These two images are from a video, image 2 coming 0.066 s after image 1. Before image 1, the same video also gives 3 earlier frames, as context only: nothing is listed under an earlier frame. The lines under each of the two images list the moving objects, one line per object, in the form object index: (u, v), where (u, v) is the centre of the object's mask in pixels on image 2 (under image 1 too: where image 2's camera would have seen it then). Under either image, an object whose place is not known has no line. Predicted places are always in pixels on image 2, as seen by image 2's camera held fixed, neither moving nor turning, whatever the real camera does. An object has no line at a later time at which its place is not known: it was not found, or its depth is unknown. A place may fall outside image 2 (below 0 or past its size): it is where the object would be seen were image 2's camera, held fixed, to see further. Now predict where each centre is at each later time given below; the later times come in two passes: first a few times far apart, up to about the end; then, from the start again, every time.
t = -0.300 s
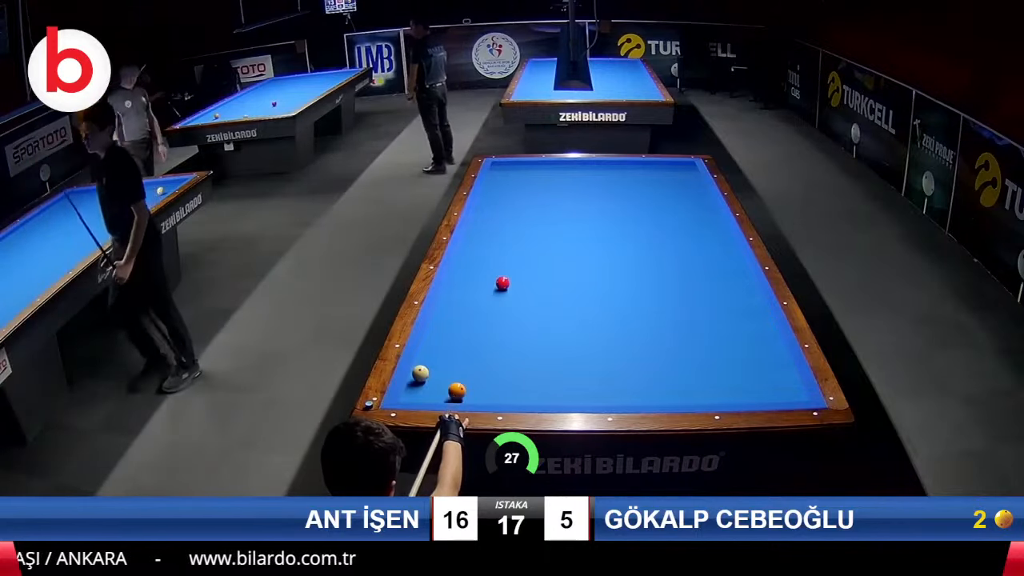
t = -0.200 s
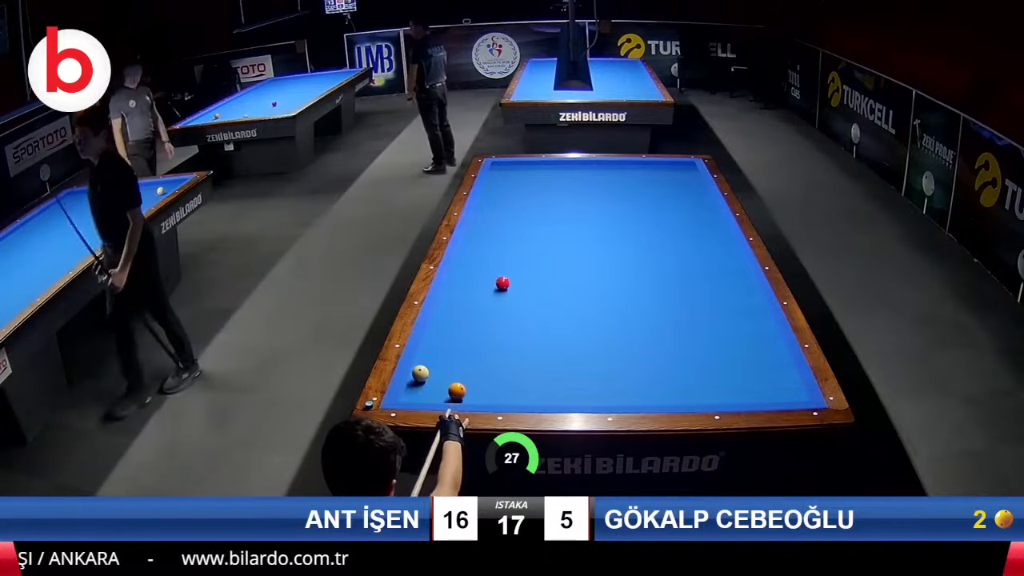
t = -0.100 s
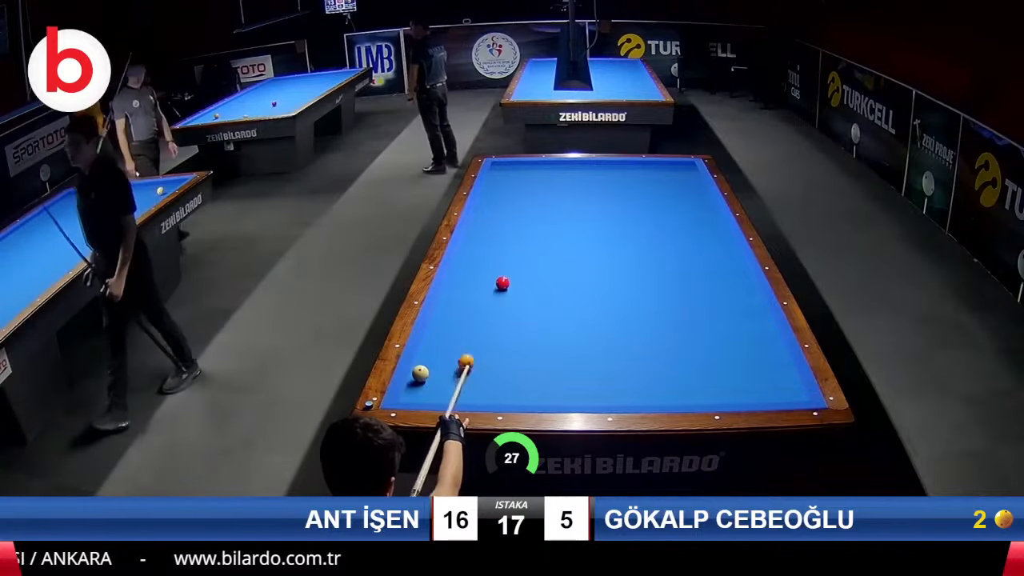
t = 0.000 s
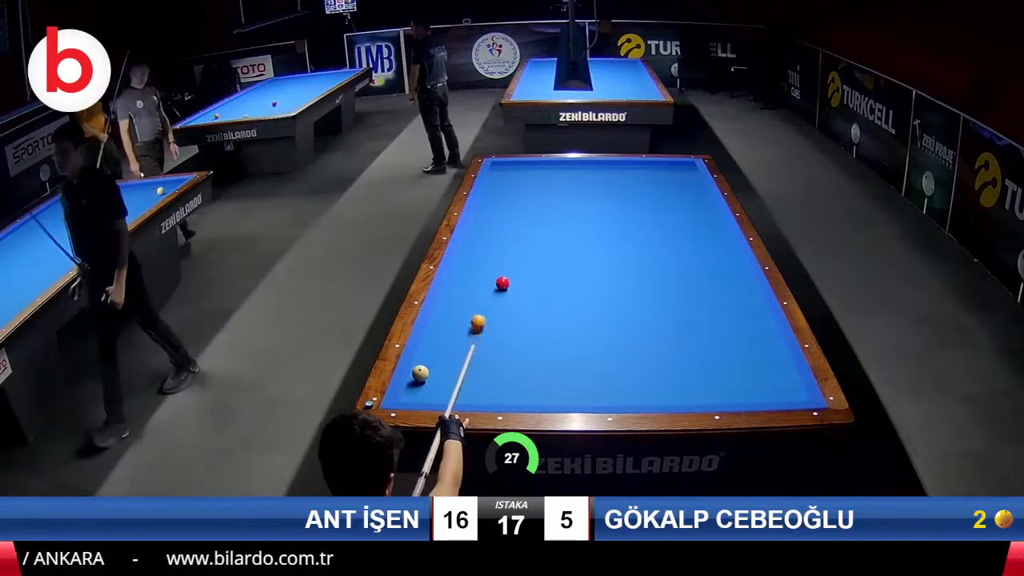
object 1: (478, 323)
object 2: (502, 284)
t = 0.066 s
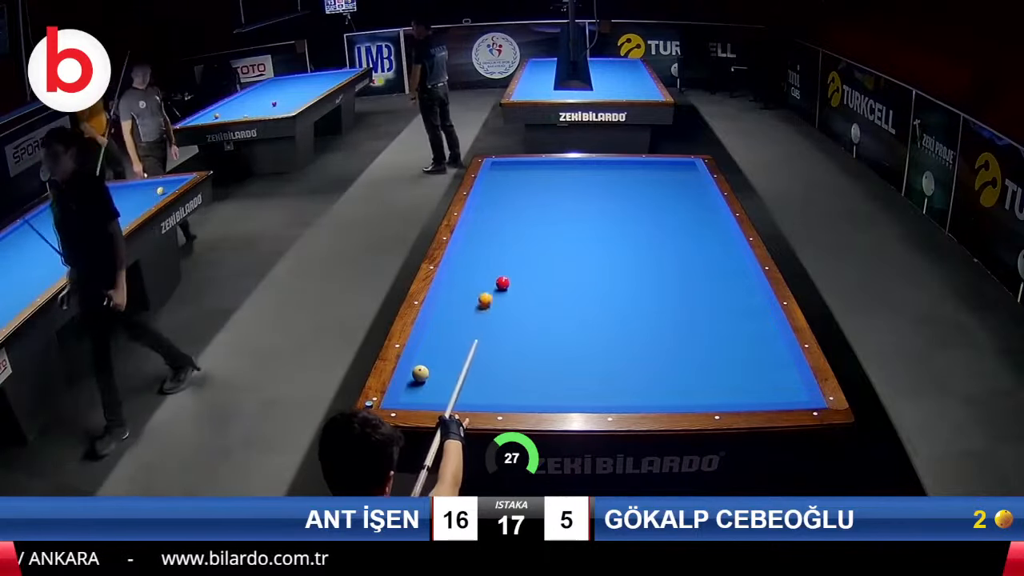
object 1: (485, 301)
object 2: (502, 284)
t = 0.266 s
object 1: (467, 252)
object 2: (539, 276)
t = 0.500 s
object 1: (495, 214)
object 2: (581, 267)
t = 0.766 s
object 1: (522, 181)
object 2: (625, 257)
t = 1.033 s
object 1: (545, 167)
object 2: (665, 248)
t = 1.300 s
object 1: (572, 187)
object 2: (701, 240)
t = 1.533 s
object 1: (599, 203)
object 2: (725, 233)
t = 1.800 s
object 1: (632, 223)
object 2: (701, 227)
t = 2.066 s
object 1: (670, 246)
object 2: (680, 222)
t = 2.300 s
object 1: (707, 269)
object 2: (662, 218)
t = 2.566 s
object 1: (754, 300)
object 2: (643, 213)
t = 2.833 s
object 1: (751, 331)
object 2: (625, 209)
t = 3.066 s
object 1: (744, 362)
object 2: (609, 205)
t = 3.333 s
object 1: (732, 397)
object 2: (592, 202)
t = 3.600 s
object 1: (691, 374)
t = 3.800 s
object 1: (664, 360)
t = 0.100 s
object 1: (488, 290)
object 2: (502, 284)
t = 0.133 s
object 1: (485, 281)
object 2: (508, 283)
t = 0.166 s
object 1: (480, 273)
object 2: (516, 281)
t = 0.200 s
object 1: (475, 266)
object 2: (524, 279)
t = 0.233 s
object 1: (471, 259)
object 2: (532, 278)
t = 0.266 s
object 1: (467, 252)
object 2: (539, 276)
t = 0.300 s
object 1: (464, 246)
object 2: (546, 275)
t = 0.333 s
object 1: (470, 240)
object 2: (552, 273)
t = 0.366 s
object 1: (476, 235)
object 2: (558, 272)
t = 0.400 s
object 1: (481, 229)
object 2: (564, 271)
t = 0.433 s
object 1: (487, 224)
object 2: (570, 269)
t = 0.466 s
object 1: (491, 219)
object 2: (575, 268)
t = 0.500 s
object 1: (495, 214)
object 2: (581, 267)
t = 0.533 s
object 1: (499, 210)
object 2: (587, 265)
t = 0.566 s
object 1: (503, 205)
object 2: (593, 264)
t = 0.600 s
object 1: (506, 201)
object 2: (598, 263)
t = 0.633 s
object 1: (510, 197)
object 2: (604, 262)
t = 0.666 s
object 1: (513, 193)
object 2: (609, 260)
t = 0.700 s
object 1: (517, 189)
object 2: (615, 259)
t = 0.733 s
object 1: (519, 185)
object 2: (620, 258)
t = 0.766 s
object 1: (522, 181)
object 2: (625, 257)
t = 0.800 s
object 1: (525, 178)
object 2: (630, 256)
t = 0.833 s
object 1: (529, 174)
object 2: (635, 254)
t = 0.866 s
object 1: (531, 171)
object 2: (641, 253)
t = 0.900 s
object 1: (534, 168)
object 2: (646, 252)
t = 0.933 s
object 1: (537, 165)
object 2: (651, 251)
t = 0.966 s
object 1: (539, 163)
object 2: (655, 250)
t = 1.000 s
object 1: (543, 165)
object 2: (660, 249)
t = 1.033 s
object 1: (545, 167)
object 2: (665, 248)
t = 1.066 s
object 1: (549, 170)
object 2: (670, 246)
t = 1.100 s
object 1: (552, 173)
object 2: (674, 246)
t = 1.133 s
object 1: (555, 175)
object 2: (679, 245)
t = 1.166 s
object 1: (558, 177)
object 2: (684, 243)
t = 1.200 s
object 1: (562, 180)
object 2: (688, 242)
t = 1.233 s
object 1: (566, 182)
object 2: (692, 241)
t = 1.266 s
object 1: (569, 184)
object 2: (697, 241)
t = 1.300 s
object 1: (572, 187)
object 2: (701, 240)
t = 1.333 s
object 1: (576, 189)
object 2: (705, 238)
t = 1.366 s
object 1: (580, 191)
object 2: (710, 237)
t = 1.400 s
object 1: (583, 194)
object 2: (714, 237)
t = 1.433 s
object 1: (587, 196)
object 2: (718, 236)
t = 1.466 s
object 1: (591, 198)
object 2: (722, 235)
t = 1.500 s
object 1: (595, 200)
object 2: (726, 234)
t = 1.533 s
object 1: (599, 203)
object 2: (725, 233)
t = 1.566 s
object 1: (603, 205)
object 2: (721, 233)
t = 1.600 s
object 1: (607, 207)
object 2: (718, 232)
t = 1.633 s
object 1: (611, 210)
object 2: (715, 231)
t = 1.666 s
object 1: (615, 213)
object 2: (712, 230)
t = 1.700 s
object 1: (619, 215)
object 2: (709, 229)
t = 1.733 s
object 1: (623, 218)
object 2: (706, 229)
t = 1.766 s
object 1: (628, 220)
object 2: (703, 228)
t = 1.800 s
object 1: (632, 223)
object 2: (701, 227)
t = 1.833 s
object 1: (636, 226)
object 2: (698, 227)
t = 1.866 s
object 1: (641, 229)
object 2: (695, 226)
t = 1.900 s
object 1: (646, 231)
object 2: (693, 225)
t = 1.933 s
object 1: (650, 234)
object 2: (690, 225)
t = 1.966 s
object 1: (655, 237)
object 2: (688, 224)
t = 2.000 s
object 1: (660, 240)
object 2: (685, 223)
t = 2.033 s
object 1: (665, 243)
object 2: (682, 223)
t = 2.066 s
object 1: (670, 246)
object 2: (680, 222)
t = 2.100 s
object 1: (675, 249)
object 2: (677, 222)
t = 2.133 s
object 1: (680, 253)
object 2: (675, 221)
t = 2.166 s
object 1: (685, 256)
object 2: (672, 220)
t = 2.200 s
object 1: (690, 259)
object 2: (670, 220)
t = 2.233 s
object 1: (696, 263)
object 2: (667, 219)
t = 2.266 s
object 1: (701, 266)
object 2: (665, 219)
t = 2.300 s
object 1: (707, 269)
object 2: (662, 218)
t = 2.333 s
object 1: (712, 273)
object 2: (660, 217)
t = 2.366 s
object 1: (718, 277)
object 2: (657, 217)
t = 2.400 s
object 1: (724, 281)
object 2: (655, 217)
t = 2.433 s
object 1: (730, 284)
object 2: (653, 216)
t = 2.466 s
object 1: (736, 288)
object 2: (650, 215)
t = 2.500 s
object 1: (741, 292)
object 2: (647, 215)
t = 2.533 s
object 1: (748, 296)
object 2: (645, 214)
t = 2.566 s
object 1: (754, 300)
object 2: (643, 213)
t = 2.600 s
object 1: (760, 304)
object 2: (641, 213)
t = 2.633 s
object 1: (758, 308)
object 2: (638, 212)
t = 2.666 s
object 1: (756, 312)
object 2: (636, 212)
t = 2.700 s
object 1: (755, 315)
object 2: (633, 211)
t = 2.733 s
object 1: (754, 319)
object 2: (631, 211)
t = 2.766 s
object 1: (753, 323)
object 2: (629, 210)
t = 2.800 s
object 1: (752, 327)
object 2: (627, 210)
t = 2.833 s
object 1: (751, 331)
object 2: (625, 209)
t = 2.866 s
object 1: (751, 336)
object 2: (622, 209)
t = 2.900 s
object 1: (750, 340)
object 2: (620, 208)
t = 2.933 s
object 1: (749, 344)
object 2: (618, 208)
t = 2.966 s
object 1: (748, 348)
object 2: (616, 207)
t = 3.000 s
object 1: (747, 353)
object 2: (614, 207)
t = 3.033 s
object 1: (745, 357)
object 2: (612, 206)
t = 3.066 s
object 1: (744, 362)
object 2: (609, 205)
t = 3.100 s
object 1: (743, 367)
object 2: (607, 205)
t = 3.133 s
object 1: (742, 372)
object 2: (605, 205)
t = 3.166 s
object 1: (741, 377)
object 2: (603, 204)
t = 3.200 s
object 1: (739, 382)
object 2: (601, 204)
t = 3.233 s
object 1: (738, 387)
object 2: (598, 203)
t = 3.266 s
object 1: (737, 392)
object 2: (597, 203)
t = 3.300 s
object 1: (735, 396)
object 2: (595, 202)
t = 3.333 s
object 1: (732, 397)
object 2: (592, 202)
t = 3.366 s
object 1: (726, 394)
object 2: (590, 201)
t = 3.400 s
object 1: (721, 391)
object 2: (588, 201)
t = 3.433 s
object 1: (716, 388)
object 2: (587, 200)
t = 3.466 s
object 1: (711, 385)
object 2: (585, 200)
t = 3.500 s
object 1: (706, 382)
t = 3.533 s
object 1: (701, 379)
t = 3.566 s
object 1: (696, 377)
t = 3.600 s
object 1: (691, 374)
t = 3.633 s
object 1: (687, 372)
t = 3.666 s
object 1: (682, 369)
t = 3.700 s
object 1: (678, 367)
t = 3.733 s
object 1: (673, 364)
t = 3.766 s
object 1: (669, 362)
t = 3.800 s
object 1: (664, 360)
